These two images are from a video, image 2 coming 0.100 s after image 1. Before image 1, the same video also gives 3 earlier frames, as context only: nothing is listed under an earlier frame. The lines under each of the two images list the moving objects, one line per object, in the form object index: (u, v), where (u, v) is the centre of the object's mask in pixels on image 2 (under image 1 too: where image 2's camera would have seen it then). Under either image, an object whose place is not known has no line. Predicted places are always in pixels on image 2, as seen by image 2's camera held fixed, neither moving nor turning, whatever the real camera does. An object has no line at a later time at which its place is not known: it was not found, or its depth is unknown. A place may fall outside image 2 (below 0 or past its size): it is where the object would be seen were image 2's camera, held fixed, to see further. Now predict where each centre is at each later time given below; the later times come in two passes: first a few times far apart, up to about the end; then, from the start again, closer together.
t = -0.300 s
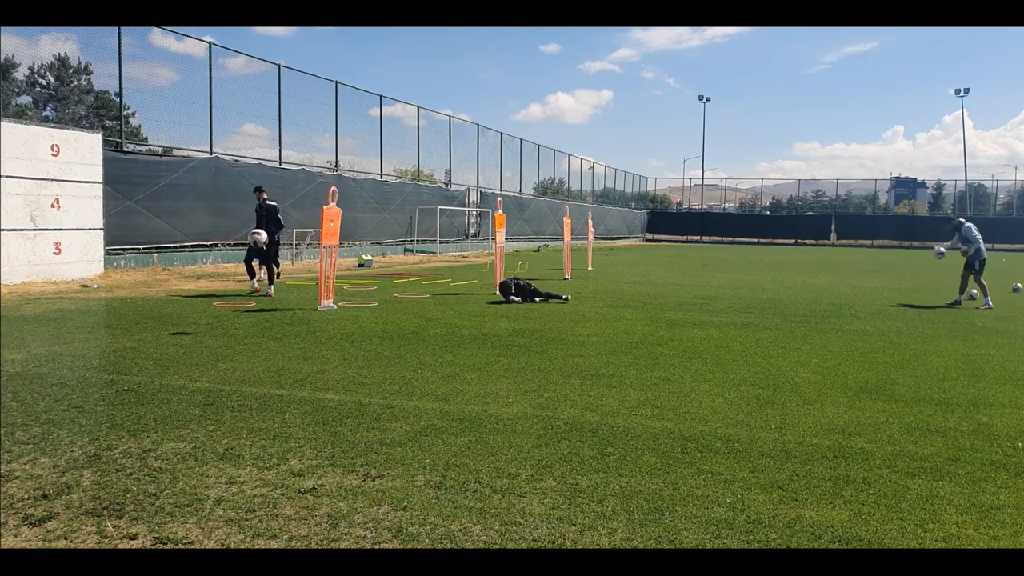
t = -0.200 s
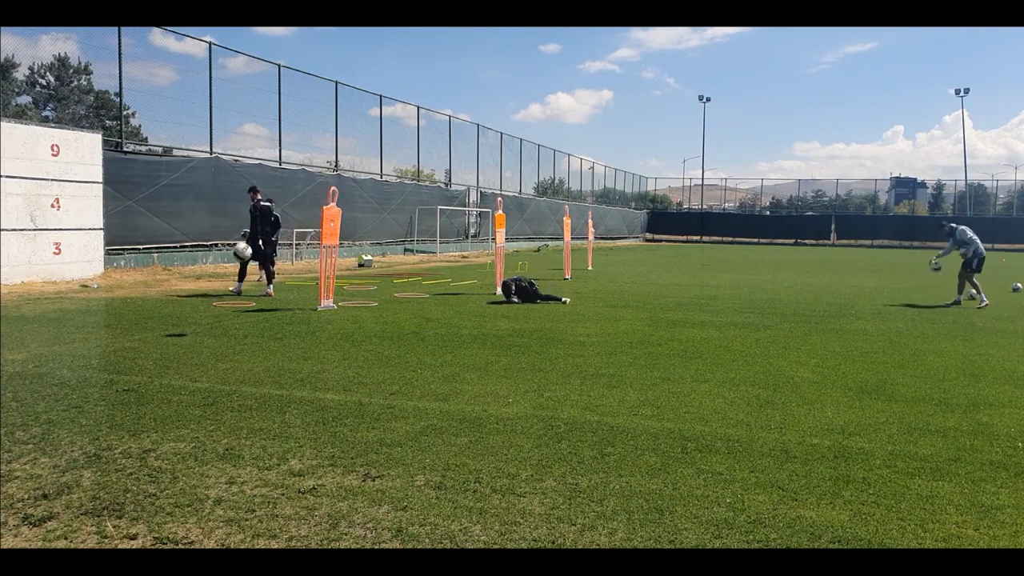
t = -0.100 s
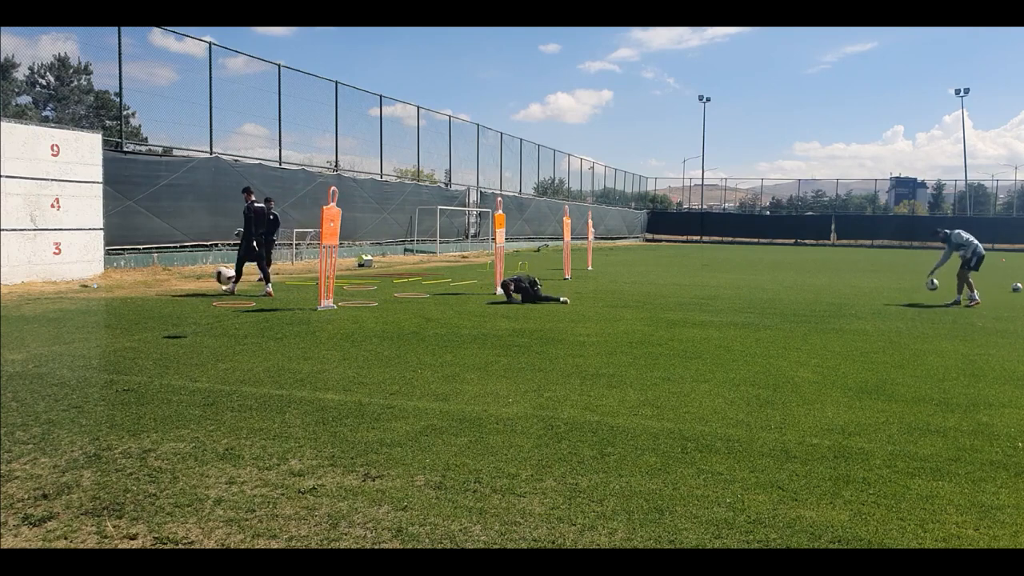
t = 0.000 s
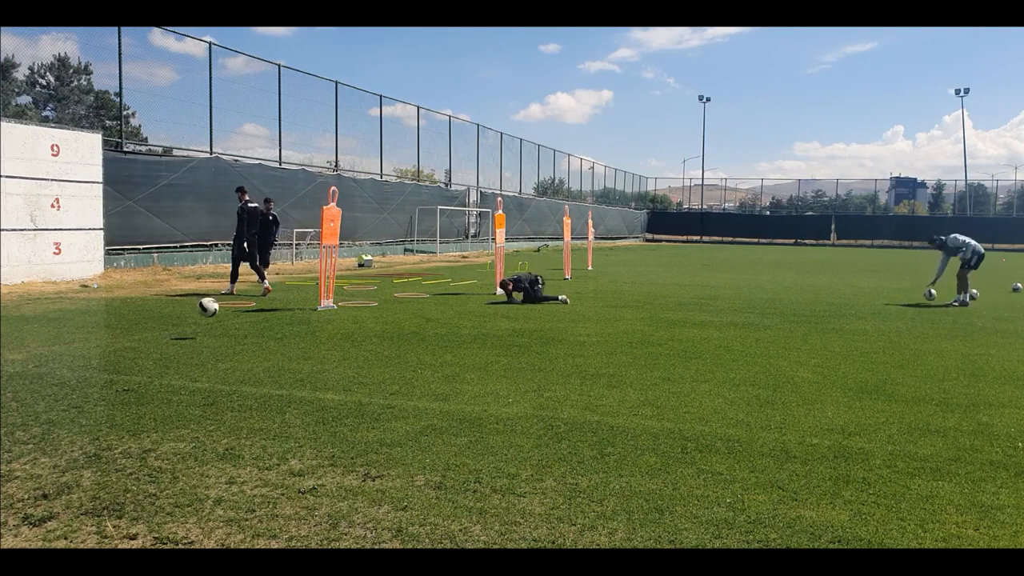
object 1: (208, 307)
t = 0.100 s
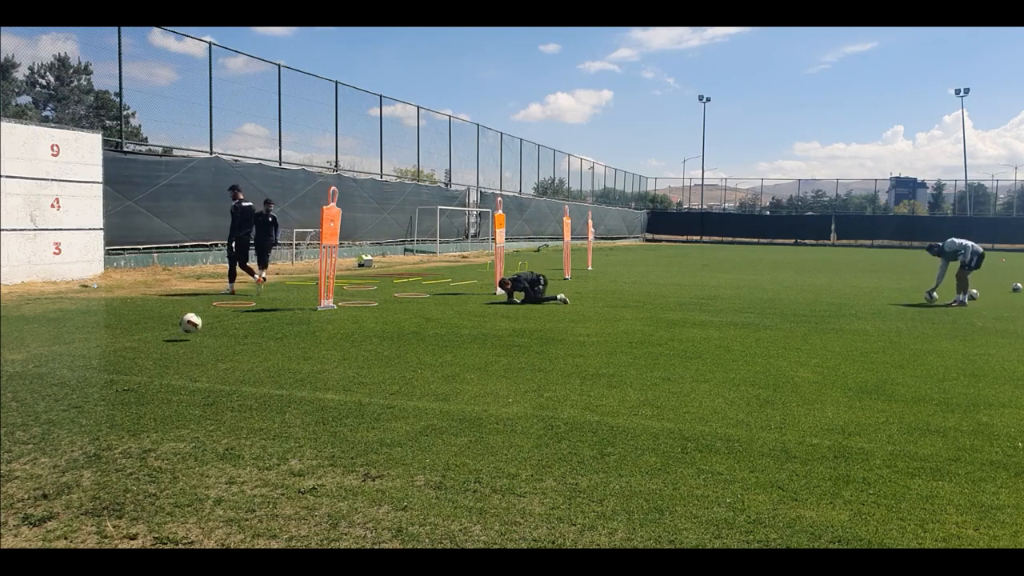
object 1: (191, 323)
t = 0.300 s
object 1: (155, 290)
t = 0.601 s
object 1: (97, 311)
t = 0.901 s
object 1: (28, 322)
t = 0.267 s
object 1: (161, 293)
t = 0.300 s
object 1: (155, 290)
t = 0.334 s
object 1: (148, 288)
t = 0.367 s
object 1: (142, 288)
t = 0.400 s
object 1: (136, 287)
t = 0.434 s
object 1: (129, 289)
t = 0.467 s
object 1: (123, 291)
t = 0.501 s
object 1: (117, 294)
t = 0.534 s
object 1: (110, 298)
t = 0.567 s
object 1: (103, 305)
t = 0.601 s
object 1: (97, 311)
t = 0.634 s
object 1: (90, 319)
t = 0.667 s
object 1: (82, 329)
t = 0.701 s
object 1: (76, 340)
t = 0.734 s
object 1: (68, 343)
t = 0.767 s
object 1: (61, 336)
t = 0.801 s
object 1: (52, 331)
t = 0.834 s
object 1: (44, 327)
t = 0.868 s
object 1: (36, 325)
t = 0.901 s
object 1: (28, 322)
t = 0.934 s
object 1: (18, 323)
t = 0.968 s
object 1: (12, 324)
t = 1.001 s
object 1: (7, 324)
